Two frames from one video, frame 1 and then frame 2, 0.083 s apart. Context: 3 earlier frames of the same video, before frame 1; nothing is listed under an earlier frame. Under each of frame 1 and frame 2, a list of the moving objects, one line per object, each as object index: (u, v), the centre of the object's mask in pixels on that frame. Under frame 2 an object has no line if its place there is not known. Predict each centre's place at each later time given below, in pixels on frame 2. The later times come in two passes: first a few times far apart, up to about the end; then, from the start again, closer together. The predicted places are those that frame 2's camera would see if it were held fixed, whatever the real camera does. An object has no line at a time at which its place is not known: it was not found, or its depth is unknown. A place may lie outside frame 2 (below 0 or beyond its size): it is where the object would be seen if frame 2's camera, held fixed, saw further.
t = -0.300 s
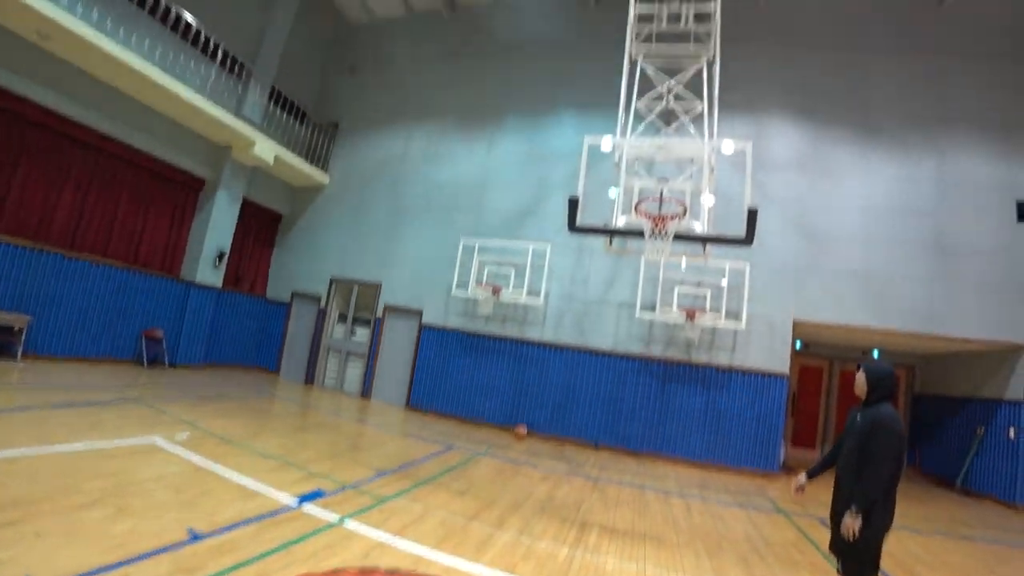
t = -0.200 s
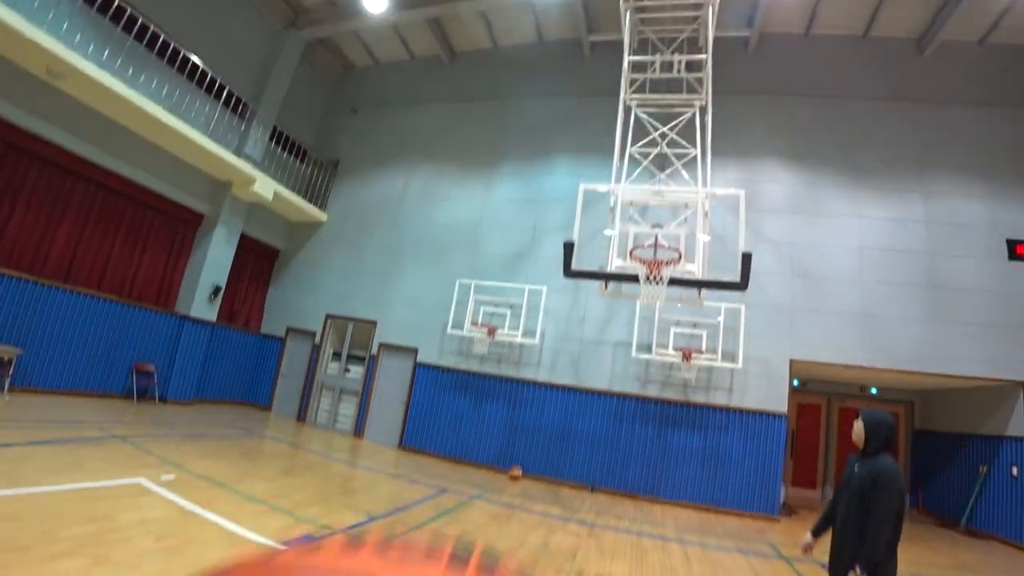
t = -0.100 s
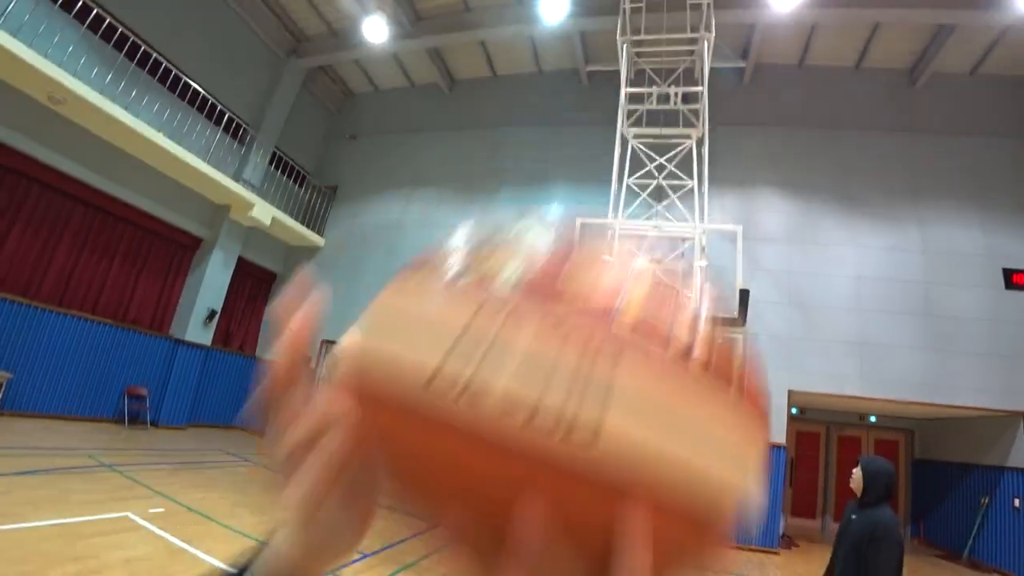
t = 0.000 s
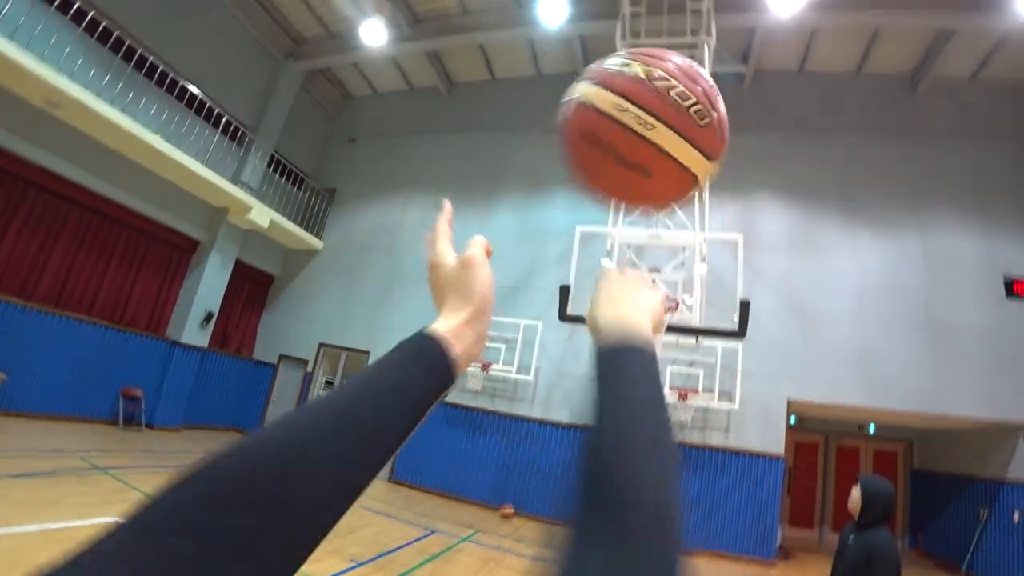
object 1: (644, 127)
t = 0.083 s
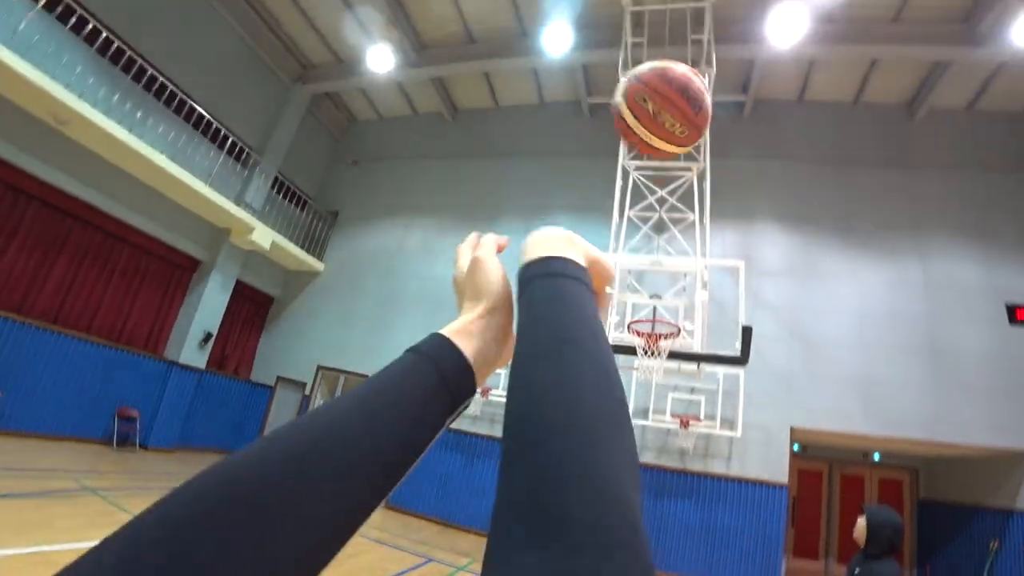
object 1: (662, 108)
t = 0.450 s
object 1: (677, 150)
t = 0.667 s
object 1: (679, 225)
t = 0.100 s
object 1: (665, 106)
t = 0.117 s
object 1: (666, 103)
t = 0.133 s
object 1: (665, 100)
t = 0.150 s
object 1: (665, 98)
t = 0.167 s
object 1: (666, 98)
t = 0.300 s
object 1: (675, 113)
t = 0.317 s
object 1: (675, 116)
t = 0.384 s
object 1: (676, 132)
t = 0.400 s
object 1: (677, 136)
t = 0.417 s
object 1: (677, 140)
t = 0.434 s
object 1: (677, 145)
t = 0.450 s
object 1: (677, 150)
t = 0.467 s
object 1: (678, 155)
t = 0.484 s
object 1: (678, 159)
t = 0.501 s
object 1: (678, 165)
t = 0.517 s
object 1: (679, 170)
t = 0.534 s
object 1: (680, 175)
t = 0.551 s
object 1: (679, 182)
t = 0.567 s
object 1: (679, 187)
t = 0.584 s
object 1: (679, 193)
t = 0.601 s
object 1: (681, 199)
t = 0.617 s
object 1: (681, 205)
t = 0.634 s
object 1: (681, 212)
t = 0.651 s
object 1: (679, 218)
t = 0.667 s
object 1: (679, 225)
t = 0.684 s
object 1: (680, 231)
